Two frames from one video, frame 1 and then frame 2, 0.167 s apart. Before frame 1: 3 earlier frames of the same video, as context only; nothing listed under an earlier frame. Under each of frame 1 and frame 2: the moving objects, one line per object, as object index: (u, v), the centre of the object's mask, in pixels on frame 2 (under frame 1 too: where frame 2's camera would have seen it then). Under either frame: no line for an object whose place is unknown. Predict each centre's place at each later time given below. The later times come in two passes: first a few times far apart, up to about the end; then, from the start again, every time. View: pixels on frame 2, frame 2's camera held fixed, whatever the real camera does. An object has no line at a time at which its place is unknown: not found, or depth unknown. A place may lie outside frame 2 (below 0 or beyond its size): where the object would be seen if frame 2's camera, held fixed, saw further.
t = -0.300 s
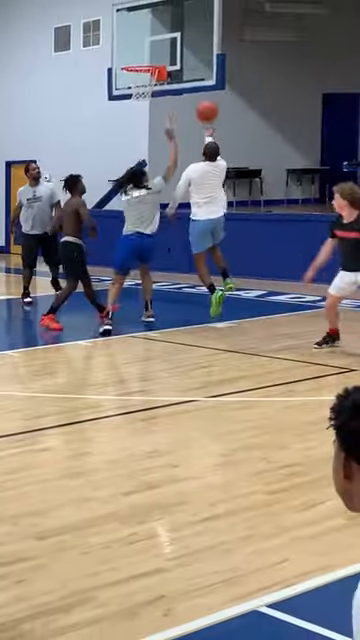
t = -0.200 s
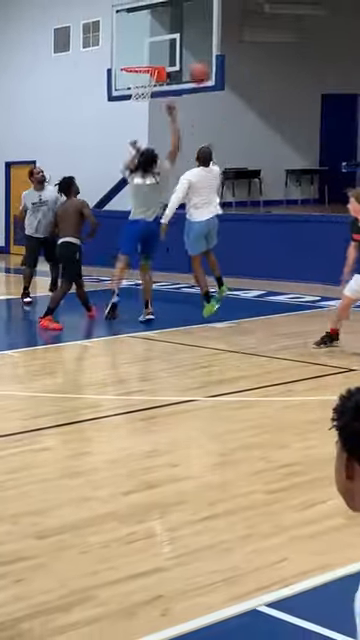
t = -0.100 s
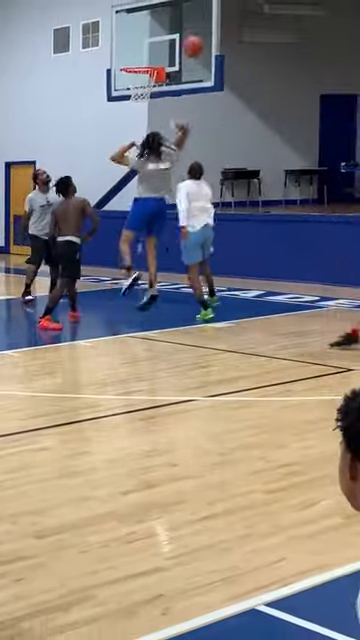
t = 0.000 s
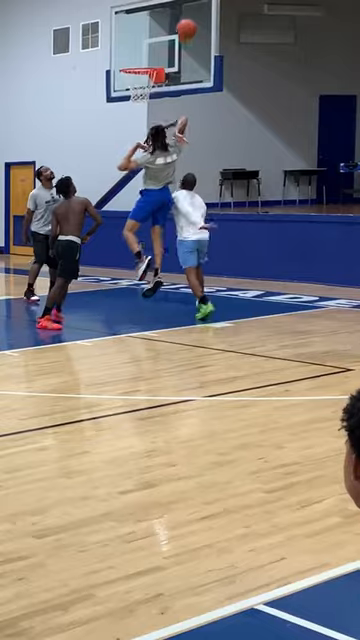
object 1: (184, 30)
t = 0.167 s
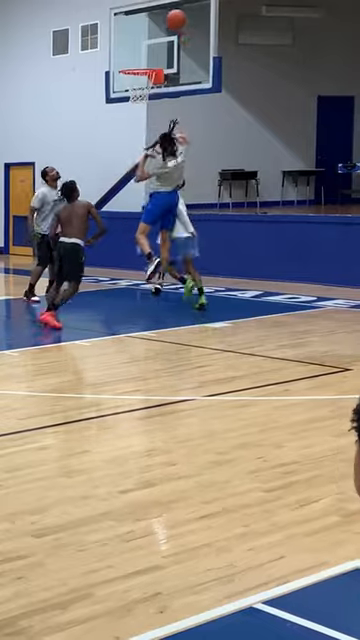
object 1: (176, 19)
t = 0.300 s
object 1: (168, 26)
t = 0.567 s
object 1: (137, 59)
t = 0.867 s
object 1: (144, 89)
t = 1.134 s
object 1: (144, 103)
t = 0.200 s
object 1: (174, 20)
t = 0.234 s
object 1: (172, 21)
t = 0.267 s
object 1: (170, 23)
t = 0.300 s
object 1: (168, 26)
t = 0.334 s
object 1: (166, 31)
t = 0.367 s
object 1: (164, 34)
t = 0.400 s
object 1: (160, 37)
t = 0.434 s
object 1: (155, 40)
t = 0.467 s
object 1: (151, 43)
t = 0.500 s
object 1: (146, 48)
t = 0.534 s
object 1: (141, 54)
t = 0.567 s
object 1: (137, 59)
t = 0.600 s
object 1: (133, 64)
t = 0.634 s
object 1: (129, 73)
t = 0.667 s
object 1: (130, 76)
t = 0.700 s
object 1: (132, 83)
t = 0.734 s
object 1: (134, 85)
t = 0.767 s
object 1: (136, 88)
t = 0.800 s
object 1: (138, 89)
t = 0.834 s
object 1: (141, 90)
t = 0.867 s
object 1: (144, 89)
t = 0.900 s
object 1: (145, 91)
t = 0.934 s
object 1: (146, 90)
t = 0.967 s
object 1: (147, 91)
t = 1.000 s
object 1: (147, 92)
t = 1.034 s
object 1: (147, 96)
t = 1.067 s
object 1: (148, 97)
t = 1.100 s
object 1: (146, 100)
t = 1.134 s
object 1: (144, 103)
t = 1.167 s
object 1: (142, 105)
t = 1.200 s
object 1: (141, 109)
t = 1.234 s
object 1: (139, 117)
